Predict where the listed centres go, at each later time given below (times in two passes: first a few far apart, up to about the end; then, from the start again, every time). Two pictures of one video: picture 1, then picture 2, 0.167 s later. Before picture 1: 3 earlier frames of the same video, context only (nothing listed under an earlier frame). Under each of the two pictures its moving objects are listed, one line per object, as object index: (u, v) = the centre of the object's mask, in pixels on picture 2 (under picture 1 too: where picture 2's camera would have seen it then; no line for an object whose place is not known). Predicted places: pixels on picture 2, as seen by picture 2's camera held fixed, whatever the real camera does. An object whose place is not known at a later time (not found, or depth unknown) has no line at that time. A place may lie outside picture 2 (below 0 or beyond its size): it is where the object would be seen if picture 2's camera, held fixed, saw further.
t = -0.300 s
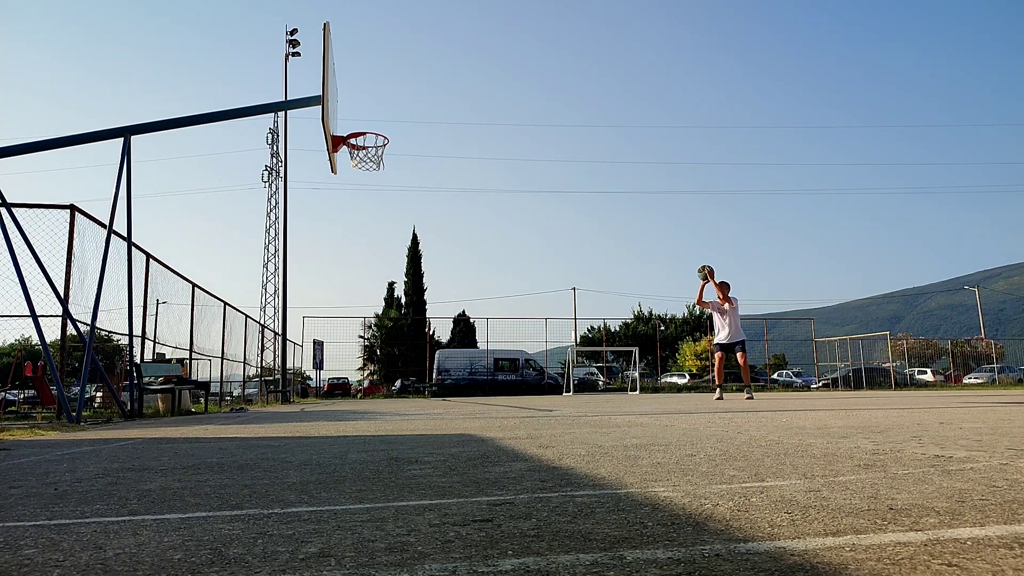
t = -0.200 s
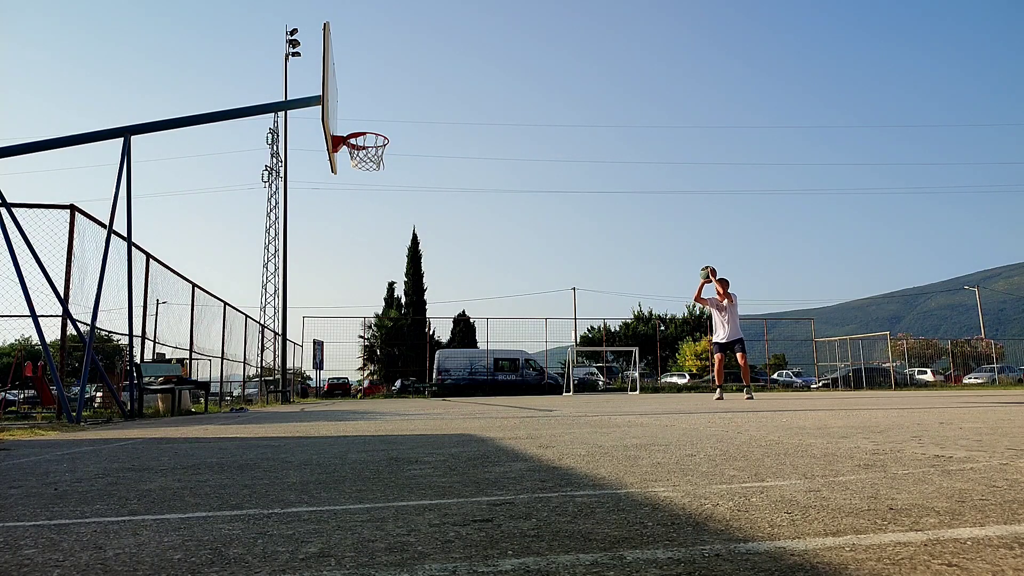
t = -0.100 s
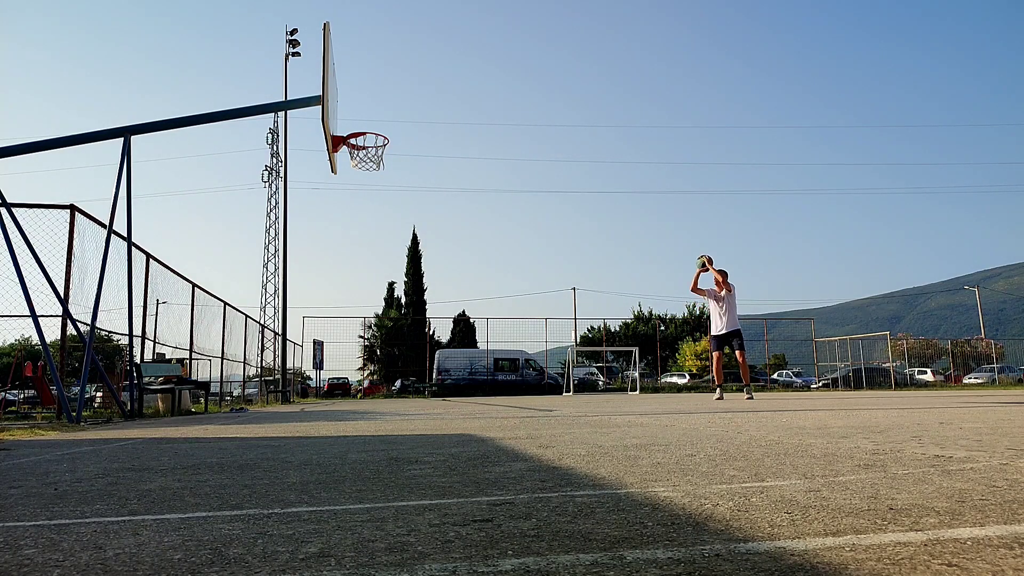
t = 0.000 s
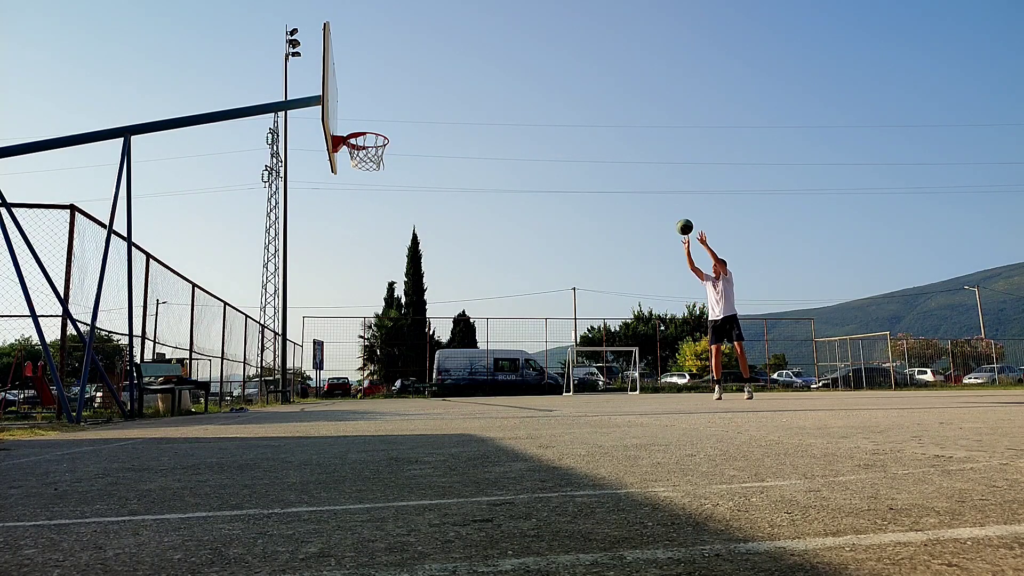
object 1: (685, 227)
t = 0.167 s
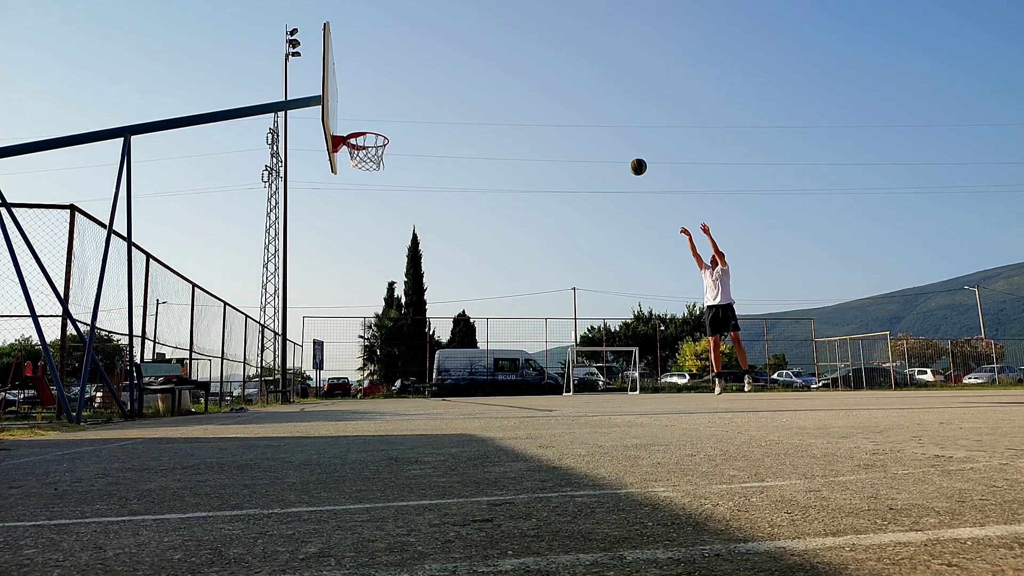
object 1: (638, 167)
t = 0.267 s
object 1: (610, 138)
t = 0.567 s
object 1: (519, 90)
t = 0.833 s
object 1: (429, 102)
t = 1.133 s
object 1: (348, 155)
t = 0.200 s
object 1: (629, 157)
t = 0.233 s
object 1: (619, 147)
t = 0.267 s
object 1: (610, 138)
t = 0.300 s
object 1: (600, 130)
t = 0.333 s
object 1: (590, 123)
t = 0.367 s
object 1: (580, 116)
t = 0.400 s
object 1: (570, 110)
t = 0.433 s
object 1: (560, 105)
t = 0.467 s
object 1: (550, 100)
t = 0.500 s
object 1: (540, 96)
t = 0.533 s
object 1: (524, 92)
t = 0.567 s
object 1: (519, 90)
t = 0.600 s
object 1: (503, 88)
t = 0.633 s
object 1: (492, 88)
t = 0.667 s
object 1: (481, 89)
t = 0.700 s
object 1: (470, 90)
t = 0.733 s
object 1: (464, 91)
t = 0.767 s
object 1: (453, 94)
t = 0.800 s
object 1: (441, 97)
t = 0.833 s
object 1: (429, 102)
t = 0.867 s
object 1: (417, 108)
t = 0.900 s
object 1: (405, 114)
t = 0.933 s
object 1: (392, 122)
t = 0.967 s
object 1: (379, 130)
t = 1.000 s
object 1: (367, 142)
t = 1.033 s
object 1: (354, 150)
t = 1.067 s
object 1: (350, 153)
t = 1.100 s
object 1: (349, 154)
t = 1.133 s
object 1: (348, 155)
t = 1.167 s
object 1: (348, 159)
